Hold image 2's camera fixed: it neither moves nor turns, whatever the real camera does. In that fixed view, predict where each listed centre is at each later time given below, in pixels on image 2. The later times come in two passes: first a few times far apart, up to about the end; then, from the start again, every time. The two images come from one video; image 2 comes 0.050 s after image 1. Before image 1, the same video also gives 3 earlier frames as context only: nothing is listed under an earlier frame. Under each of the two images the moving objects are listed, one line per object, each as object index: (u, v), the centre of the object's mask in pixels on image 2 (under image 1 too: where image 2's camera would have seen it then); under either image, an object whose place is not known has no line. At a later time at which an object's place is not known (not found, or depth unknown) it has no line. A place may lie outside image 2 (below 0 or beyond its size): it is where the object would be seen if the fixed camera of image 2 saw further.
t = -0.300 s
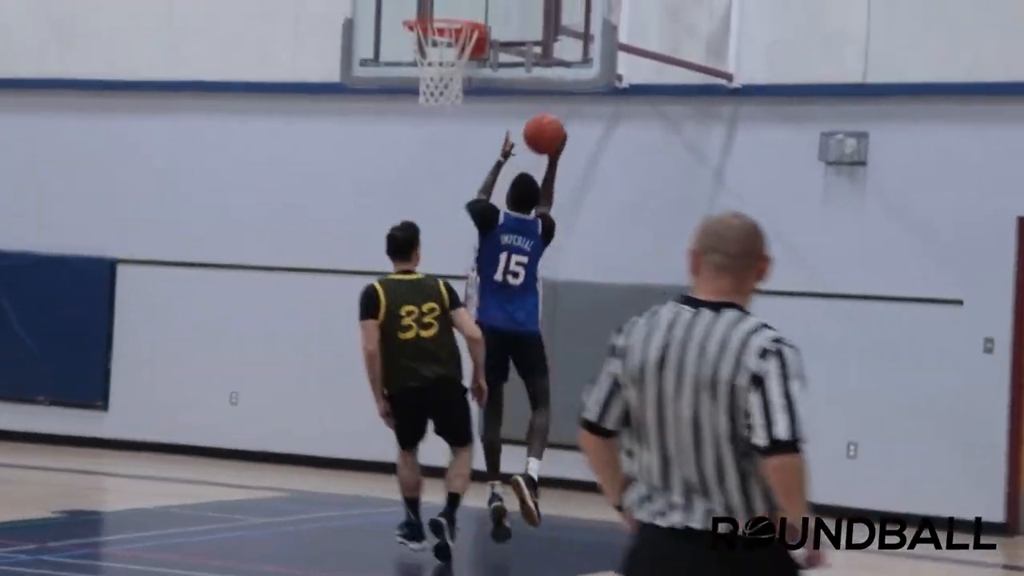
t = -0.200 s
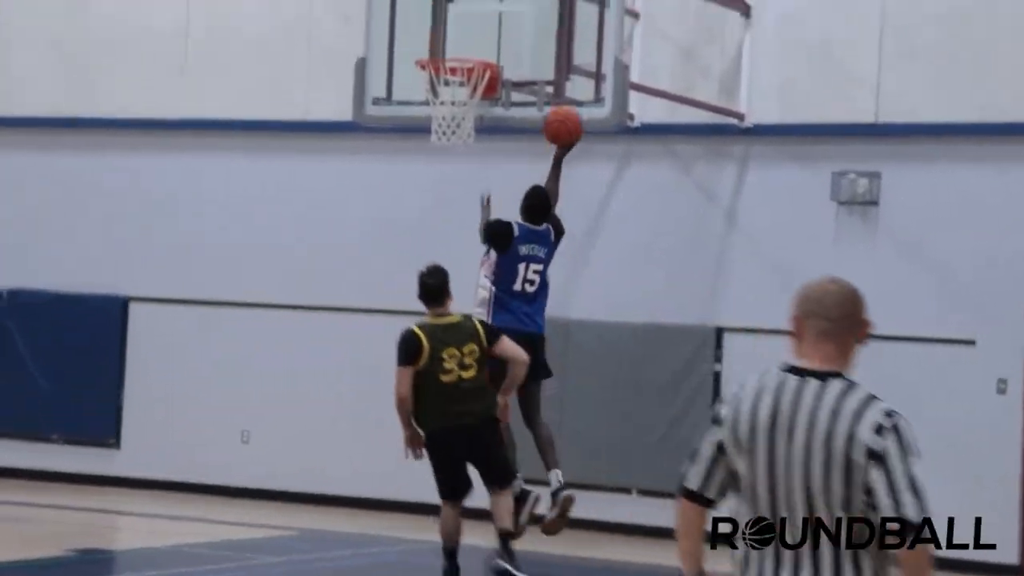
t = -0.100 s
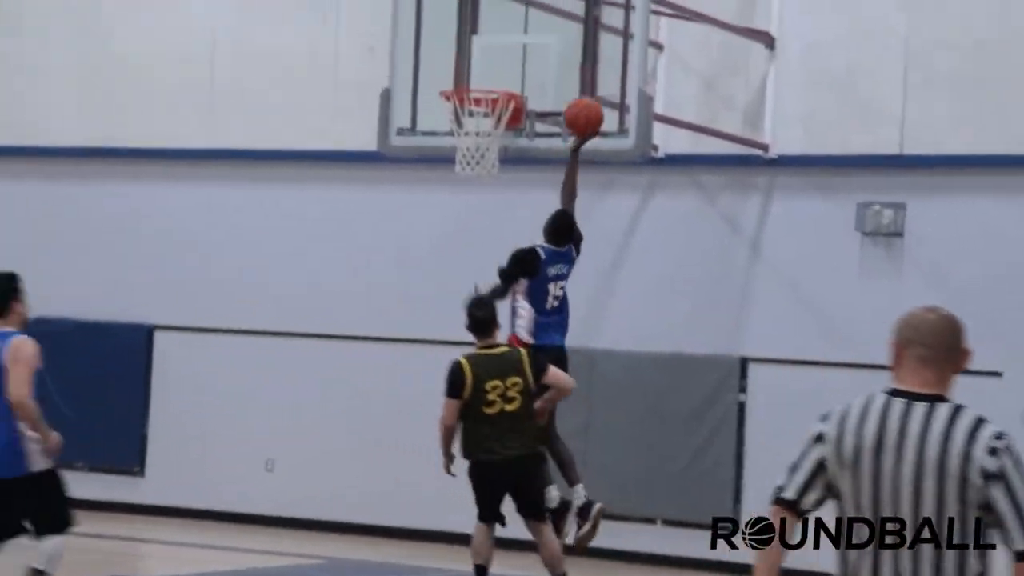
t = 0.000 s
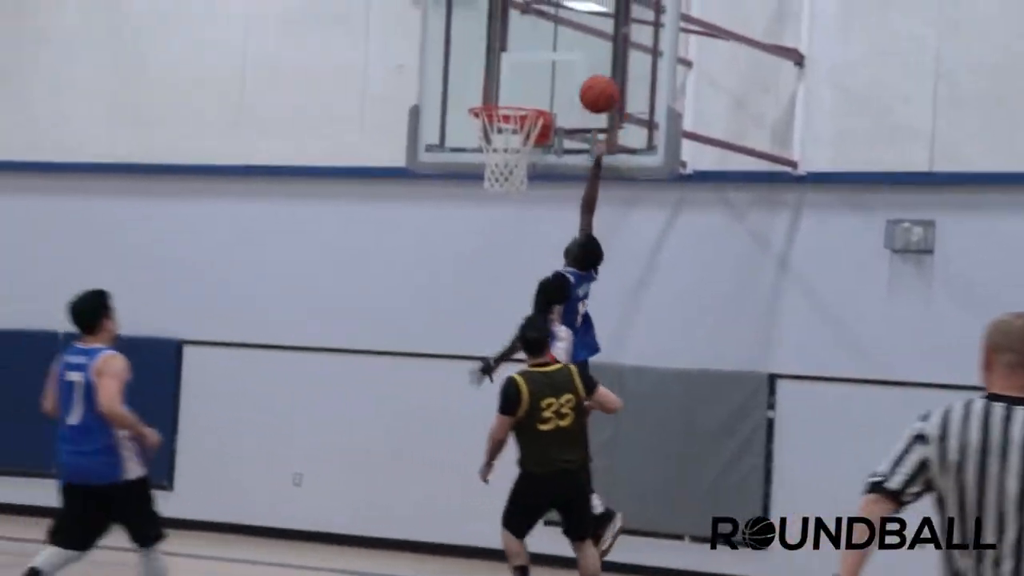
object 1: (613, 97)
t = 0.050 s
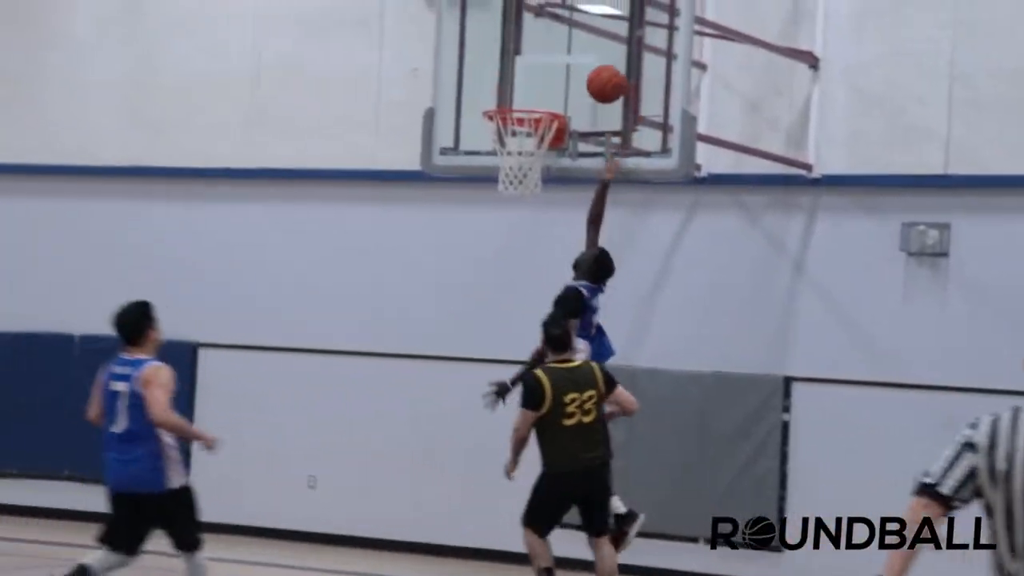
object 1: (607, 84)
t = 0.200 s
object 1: (565, 67)
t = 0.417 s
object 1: (510, 89)
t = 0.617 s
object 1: (499, 93)
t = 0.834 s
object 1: (516, 102)
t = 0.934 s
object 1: (524, 108)
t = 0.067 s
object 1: (602, 80)
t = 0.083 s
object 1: (597, 77)
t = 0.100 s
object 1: (593, 75)
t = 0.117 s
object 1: (588, 72)
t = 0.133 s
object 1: (584, 70)
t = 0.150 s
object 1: (579, 69)
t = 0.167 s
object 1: (575, 68)
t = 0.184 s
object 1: (570, 67)
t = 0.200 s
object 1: (565, 67)
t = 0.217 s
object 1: (561, 67)
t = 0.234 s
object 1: (556, 68)
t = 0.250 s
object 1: (551, 69)
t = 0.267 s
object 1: (546, 70)
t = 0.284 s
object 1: (541, 72)
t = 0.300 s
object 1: (537, 75)
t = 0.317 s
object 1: (532, 78)
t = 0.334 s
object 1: (527, 81)
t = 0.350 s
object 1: (521, 85)
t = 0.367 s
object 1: (517, 89)
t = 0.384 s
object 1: (512, 92)
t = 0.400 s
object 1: (511, 91)
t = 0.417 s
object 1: (510, 89)
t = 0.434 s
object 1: (510, 87)
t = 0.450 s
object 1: (509, 85)
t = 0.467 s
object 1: (508, 85)
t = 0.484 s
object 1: (507, 84)
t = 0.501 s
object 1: (506, 83)
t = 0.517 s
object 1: (505, 84)
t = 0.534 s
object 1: (504, 84)
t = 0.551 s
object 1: (503, 85)
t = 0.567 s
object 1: (502, 87)
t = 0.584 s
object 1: (501, 89)
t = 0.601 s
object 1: (500, 91)
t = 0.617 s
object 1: (499, 93)
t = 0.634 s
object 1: (497, 95)
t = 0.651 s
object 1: (498, 95)
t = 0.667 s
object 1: (499, 95)
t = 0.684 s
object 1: (501, 94)
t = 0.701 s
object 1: (503, 94)
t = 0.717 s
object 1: (504, 94)
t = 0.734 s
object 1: (506, 95)
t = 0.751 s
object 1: (508, 96)
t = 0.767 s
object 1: (509, 96)
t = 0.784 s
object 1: (510, 97)
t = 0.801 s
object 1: (512, 99)
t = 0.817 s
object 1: (515, 100)
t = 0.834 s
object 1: (516, 102)
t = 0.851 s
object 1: (517, 104)
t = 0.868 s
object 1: (519, 105)
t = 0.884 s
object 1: (520, 106)
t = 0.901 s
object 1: (522, 106)
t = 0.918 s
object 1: (522, 107)
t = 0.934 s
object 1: (524, 108)
